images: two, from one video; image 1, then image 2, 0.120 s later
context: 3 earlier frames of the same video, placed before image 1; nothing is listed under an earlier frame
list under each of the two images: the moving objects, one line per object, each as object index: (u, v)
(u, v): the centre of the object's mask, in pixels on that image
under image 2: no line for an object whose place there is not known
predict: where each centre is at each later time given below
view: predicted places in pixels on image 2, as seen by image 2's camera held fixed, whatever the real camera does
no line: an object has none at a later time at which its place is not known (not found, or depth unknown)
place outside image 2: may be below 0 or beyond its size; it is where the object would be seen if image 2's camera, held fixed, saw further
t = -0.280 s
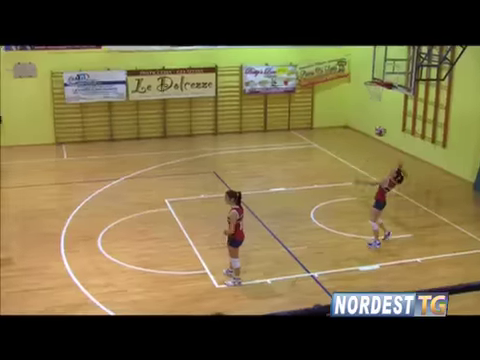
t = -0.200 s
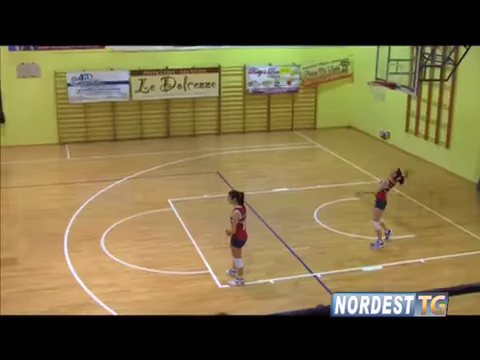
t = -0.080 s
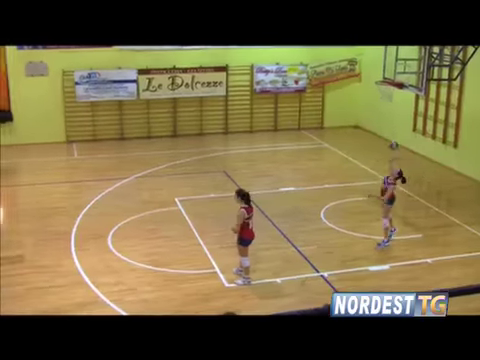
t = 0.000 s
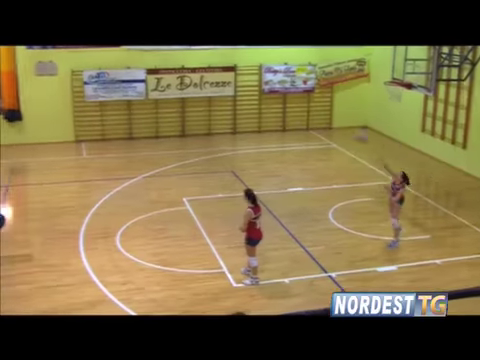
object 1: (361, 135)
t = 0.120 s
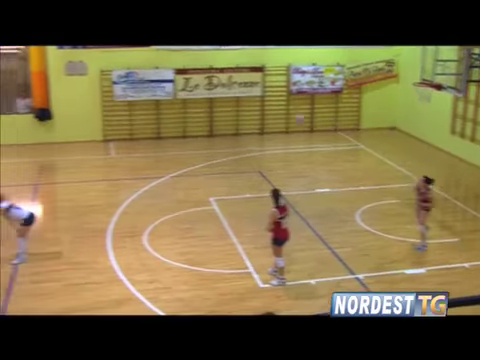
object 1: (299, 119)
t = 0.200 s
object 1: (241, 109)
